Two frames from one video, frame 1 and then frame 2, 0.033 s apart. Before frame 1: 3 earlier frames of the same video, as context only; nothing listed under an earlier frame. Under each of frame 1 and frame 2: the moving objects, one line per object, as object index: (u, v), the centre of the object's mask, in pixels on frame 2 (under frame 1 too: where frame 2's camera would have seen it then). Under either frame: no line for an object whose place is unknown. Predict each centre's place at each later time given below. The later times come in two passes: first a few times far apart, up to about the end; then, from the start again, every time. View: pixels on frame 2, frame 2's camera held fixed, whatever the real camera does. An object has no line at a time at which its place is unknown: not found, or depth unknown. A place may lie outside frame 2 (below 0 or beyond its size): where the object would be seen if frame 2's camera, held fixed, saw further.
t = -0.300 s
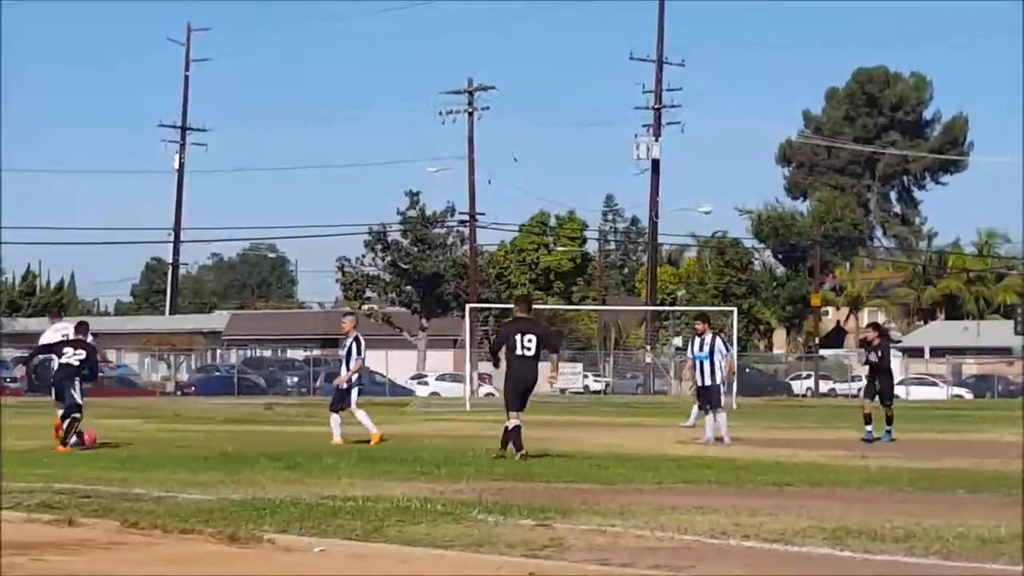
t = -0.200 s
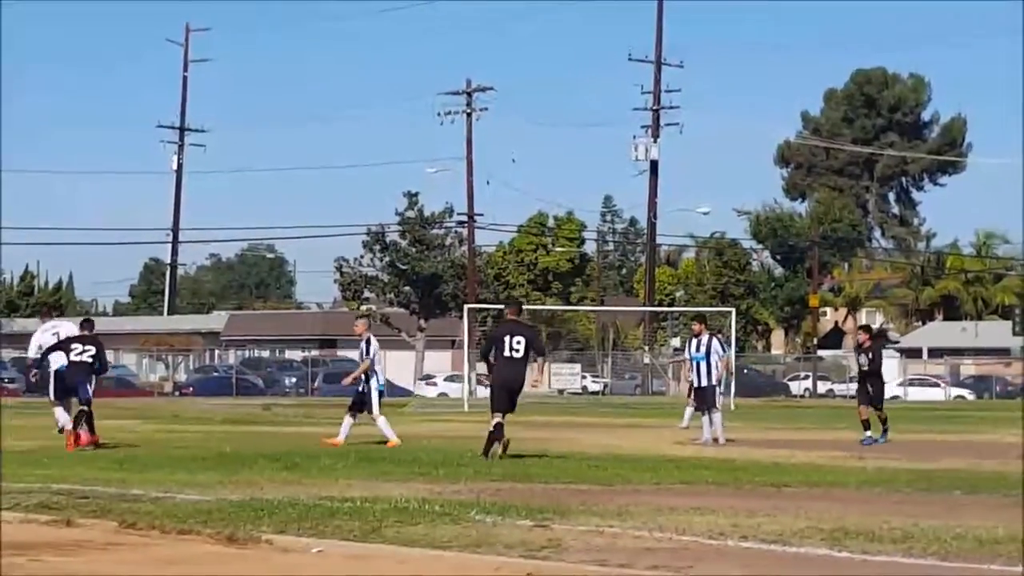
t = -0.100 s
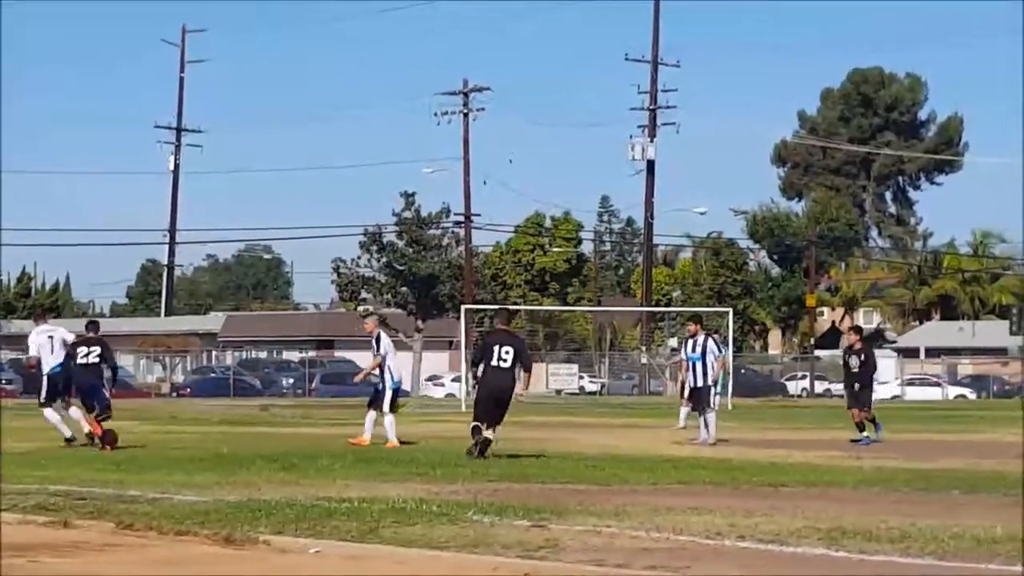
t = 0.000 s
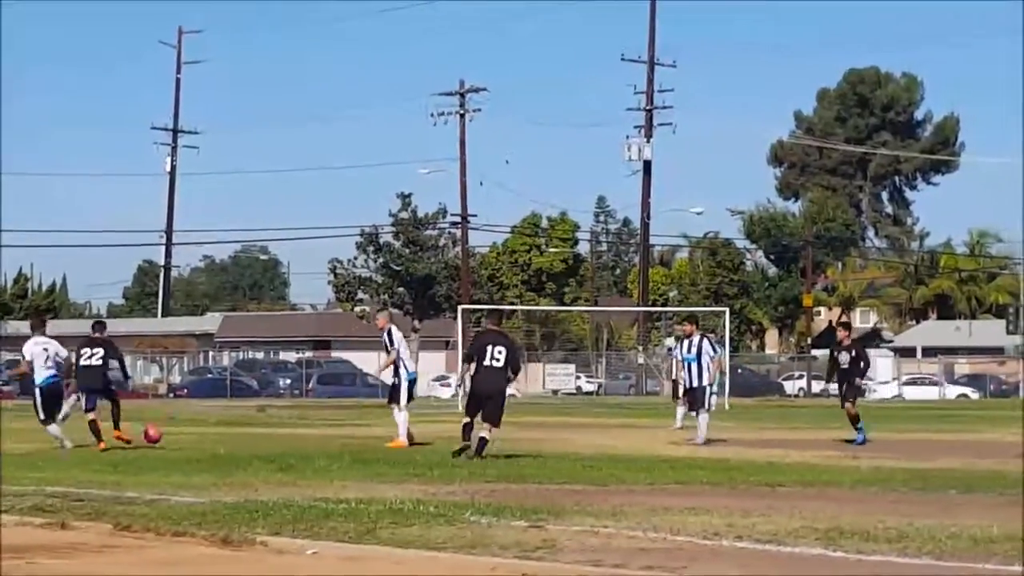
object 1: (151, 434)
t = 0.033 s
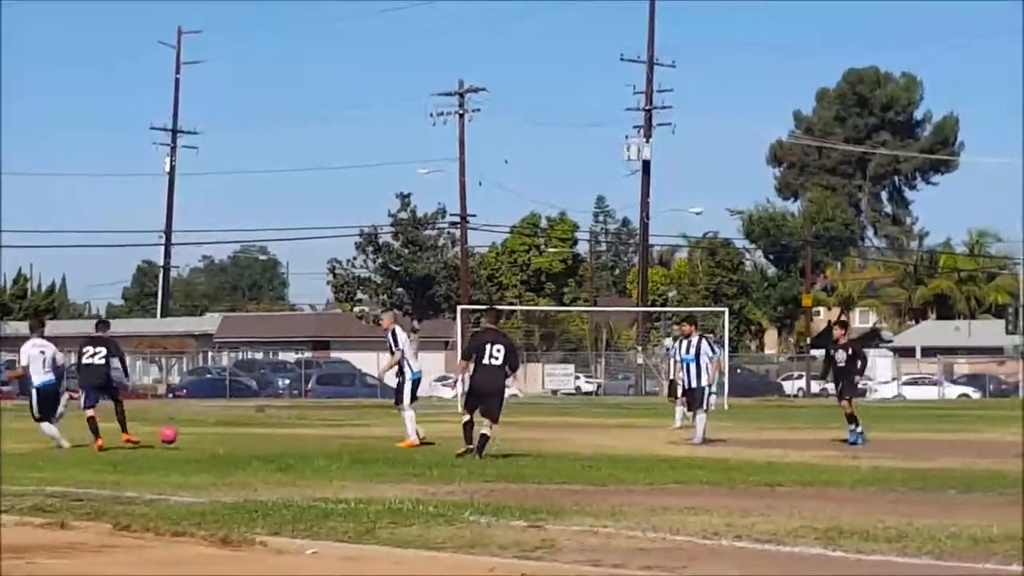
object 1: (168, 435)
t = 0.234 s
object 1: (252, 438)
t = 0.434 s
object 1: (320, 442)
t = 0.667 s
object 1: (391, 441)
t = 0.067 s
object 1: (184, 437)
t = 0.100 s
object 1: (199, 438)
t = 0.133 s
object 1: (214, 440)
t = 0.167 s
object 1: (231, 442)
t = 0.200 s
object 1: (242, 441)
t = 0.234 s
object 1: (252, 438)
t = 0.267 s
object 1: (264, 437)
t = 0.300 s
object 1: (274, 436)
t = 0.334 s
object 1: (286, 436)
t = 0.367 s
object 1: (298, 438)
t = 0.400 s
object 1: (309, 440)
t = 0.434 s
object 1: (320, 442)
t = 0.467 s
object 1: (329, 442)
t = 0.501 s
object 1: (339, 440)
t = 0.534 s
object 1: (351, 440)
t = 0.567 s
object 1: (360, 440)
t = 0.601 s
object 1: (370, 441)
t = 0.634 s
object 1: (381, 442)
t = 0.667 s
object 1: (391, 441)
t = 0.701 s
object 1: (400, 440)
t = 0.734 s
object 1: (410, 441)
